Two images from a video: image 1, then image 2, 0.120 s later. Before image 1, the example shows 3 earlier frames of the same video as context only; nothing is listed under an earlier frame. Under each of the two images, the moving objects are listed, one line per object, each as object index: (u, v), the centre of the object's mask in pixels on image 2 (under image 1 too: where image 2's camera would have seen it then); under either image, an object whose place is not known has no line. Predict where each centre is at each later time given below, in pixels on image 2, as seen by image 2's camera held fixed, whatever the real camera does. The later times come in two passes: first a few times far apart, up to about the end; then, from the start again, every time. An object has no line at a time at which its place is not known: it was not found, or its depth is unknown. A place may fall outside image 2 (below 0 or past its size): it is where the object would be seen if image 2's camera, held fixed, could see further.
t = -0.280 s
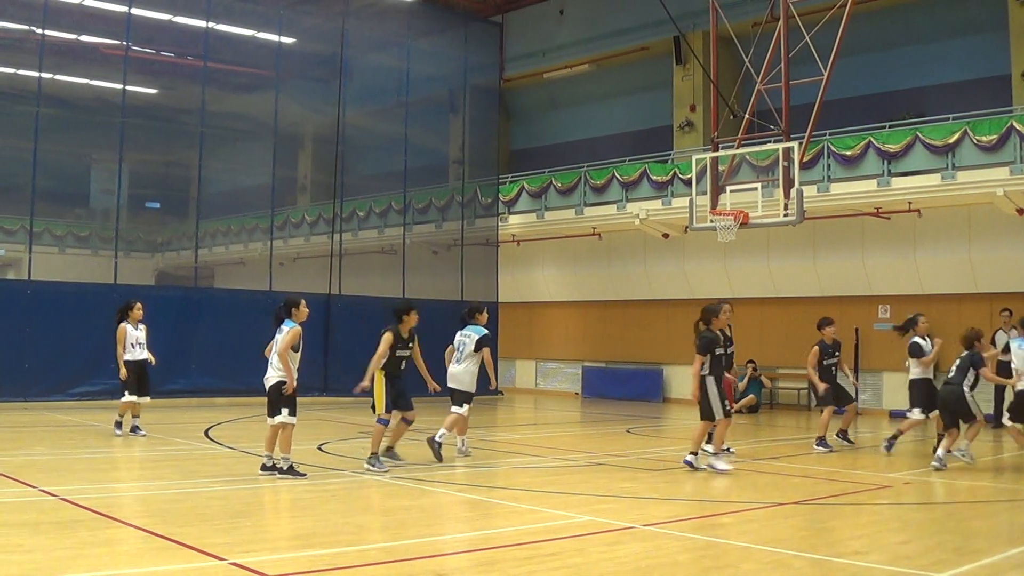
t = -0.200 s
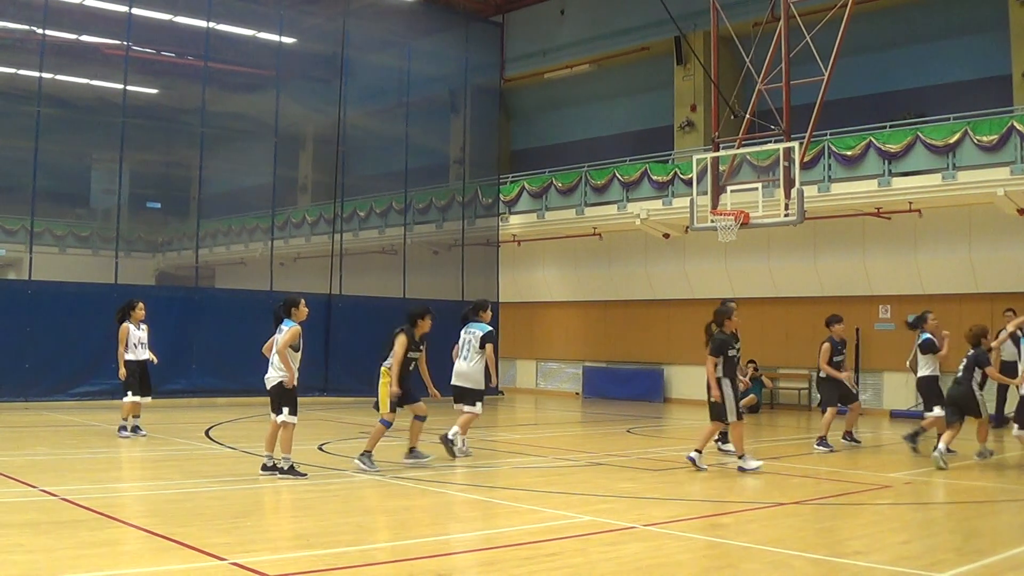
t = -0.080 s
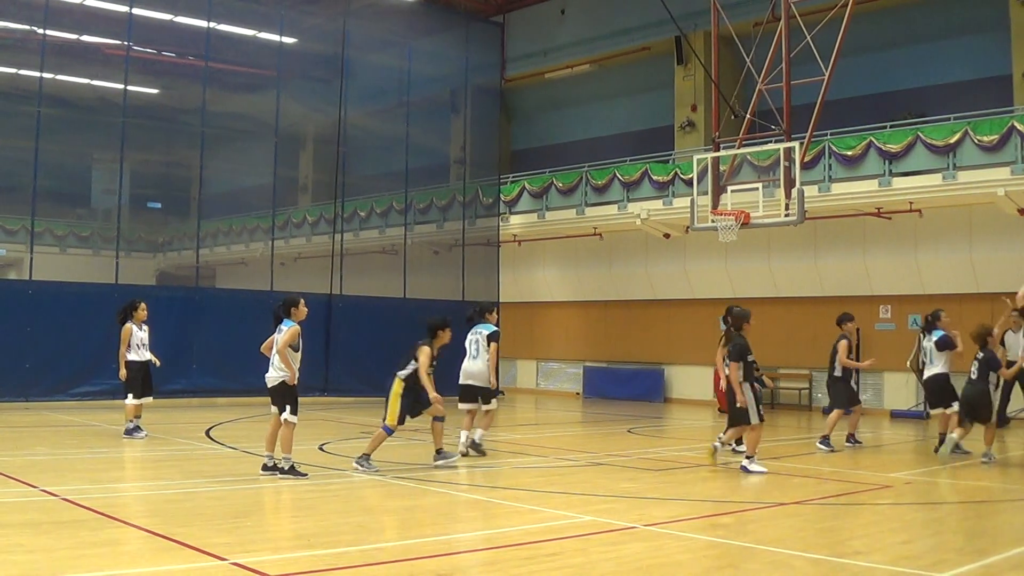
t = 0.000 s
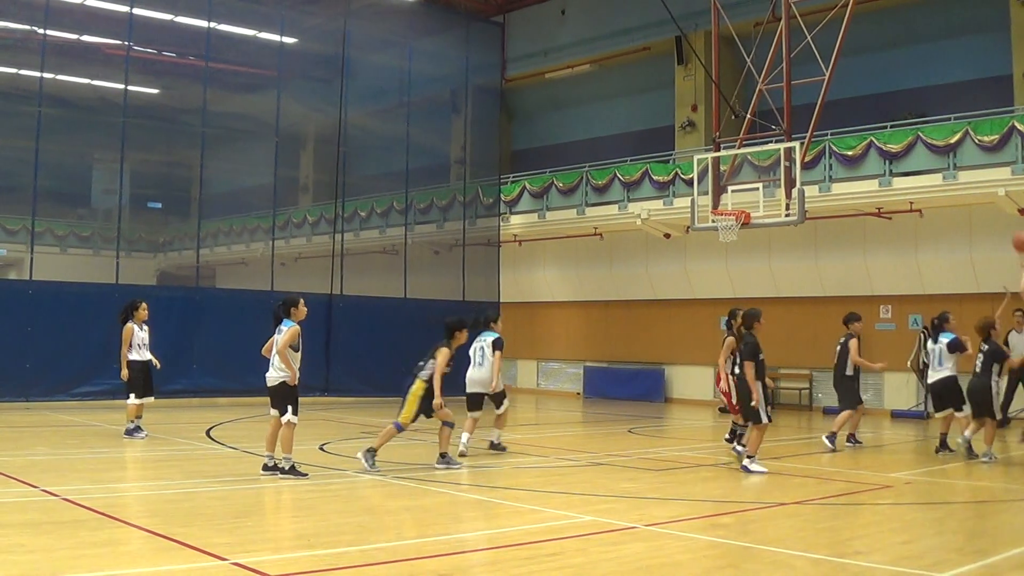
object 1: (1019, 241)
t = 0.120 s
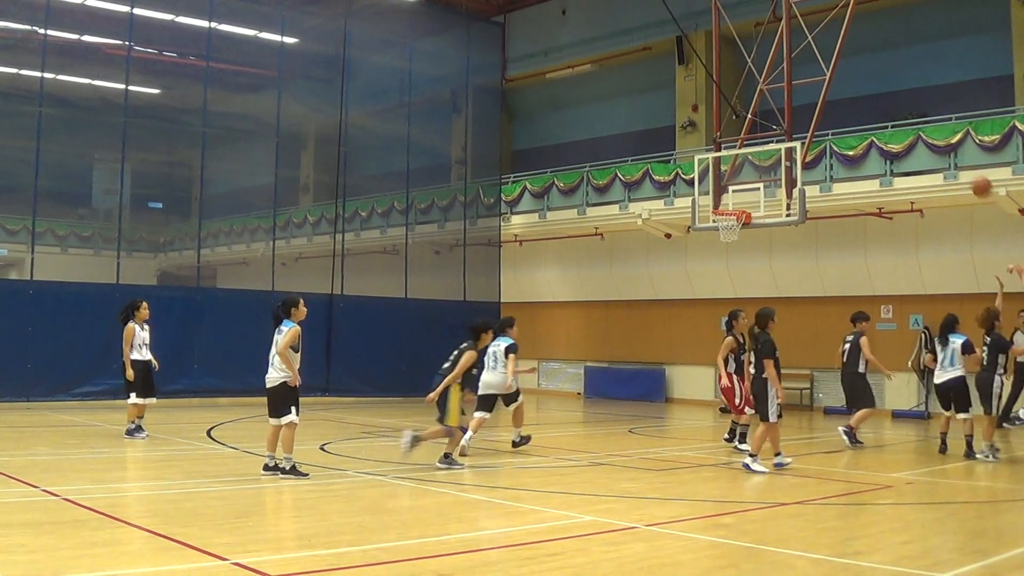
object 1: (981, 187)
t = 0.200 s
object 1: (954, 158)
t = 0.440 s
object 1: (883, 113)
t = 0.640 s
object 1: (831, 111)
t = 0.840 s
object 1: (785, 133)
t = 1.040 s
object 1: (760, 127)
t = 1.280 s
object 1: (730, 157)
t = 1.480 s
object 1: (703, 209)
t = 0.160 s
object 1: (967, 172)
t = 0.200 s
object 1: (954, 158)
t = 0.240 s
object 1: (942, 147)
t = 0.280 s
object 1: (929, 137)
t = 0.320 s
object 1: (917, 128)
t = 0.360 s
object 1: (905, 122)
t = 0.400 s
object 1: (894, 117)
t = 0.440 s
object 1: (883, 113)
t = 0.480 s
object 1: (871, 110)
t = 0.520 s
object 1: (861, 109)
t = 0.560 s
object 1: (851, 109)
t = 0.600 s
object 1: (840, 110)
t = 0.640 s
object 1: (831, 111)
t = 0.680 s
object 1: (821, 114)
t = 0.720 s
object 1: (812, 119)
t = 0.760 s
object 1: (802, 124)
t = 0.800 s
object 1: (793, 130)
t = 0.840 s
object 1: (785, 133)
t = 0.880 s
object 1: (780, 130)
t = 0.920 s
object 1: (775, 128)
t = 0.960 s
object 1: (770, 127)
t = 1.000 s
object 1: (764, 127)
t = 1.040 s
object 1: (760, 127)
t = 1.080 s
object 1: (754, 129)
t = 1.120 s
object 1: (750, 132)
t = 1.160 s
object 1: (744, 137)
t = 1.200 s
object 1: (739, 142)
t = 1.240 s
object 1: (735, 148)
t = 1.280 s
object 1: (730, 157)
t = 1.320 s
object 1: (725, 165)
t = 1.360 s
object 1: (720, 176)
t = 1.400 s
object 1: (716, 187)
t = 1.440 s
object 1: (710, 199)
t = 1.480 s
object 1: (703, 209)
